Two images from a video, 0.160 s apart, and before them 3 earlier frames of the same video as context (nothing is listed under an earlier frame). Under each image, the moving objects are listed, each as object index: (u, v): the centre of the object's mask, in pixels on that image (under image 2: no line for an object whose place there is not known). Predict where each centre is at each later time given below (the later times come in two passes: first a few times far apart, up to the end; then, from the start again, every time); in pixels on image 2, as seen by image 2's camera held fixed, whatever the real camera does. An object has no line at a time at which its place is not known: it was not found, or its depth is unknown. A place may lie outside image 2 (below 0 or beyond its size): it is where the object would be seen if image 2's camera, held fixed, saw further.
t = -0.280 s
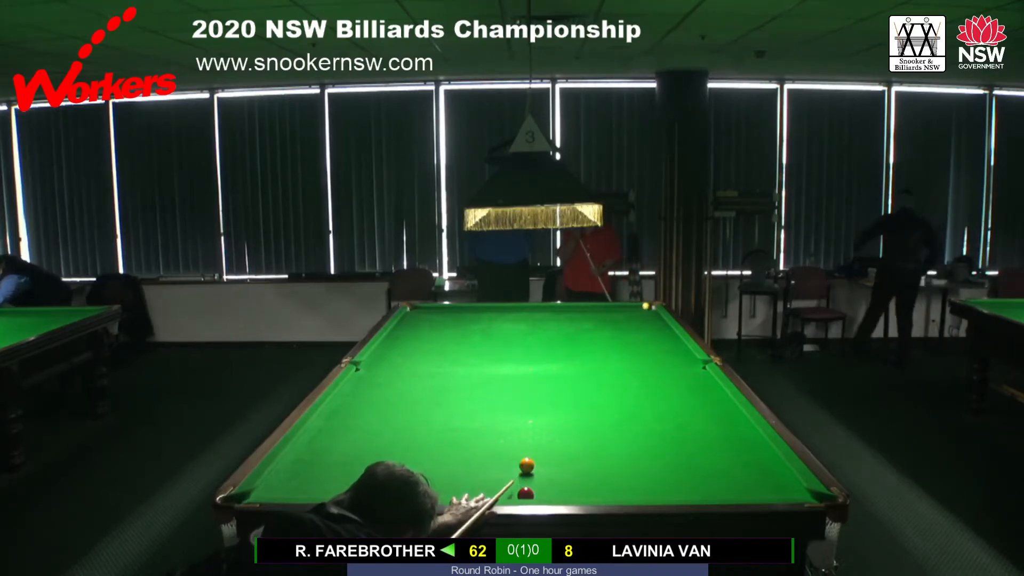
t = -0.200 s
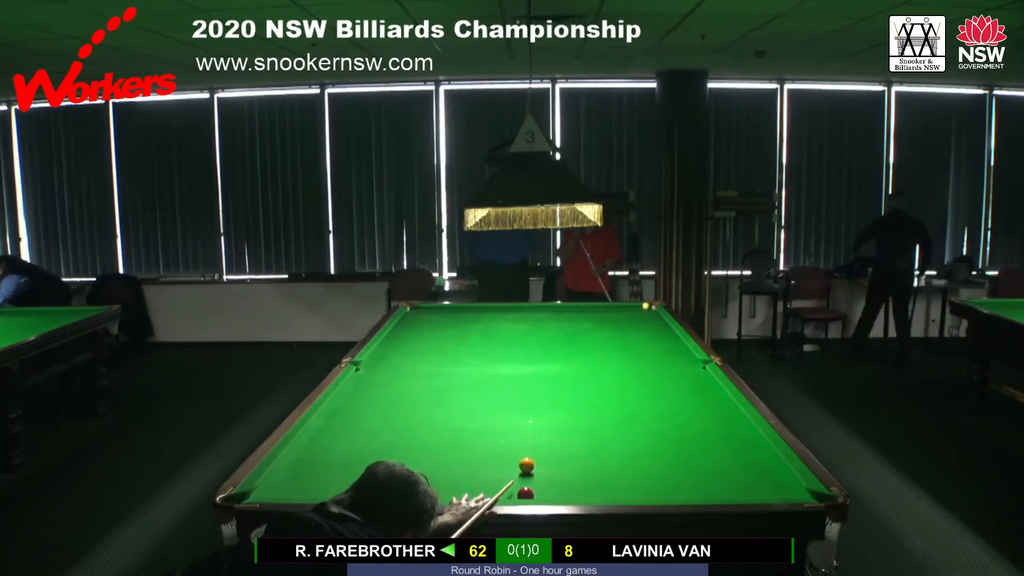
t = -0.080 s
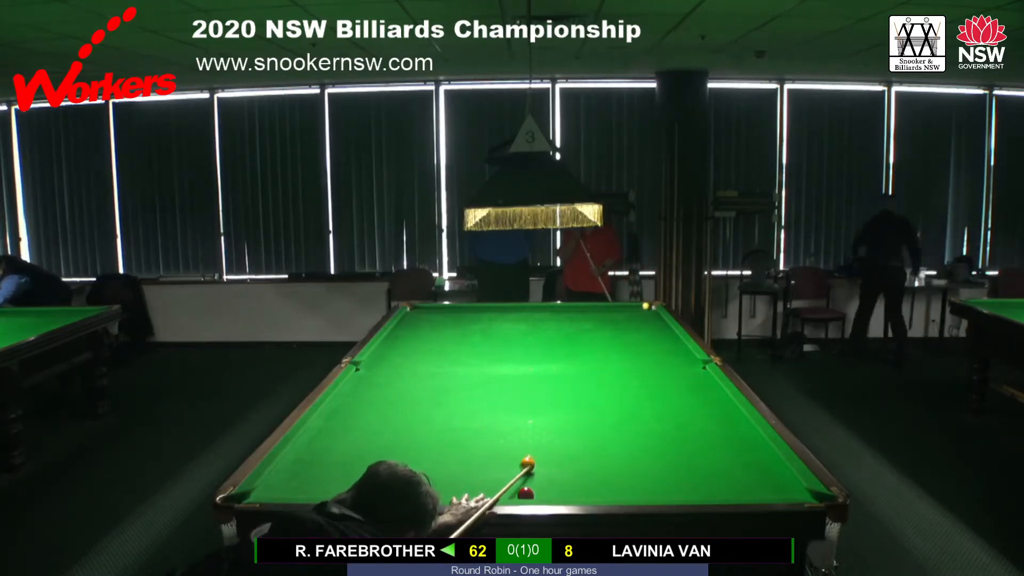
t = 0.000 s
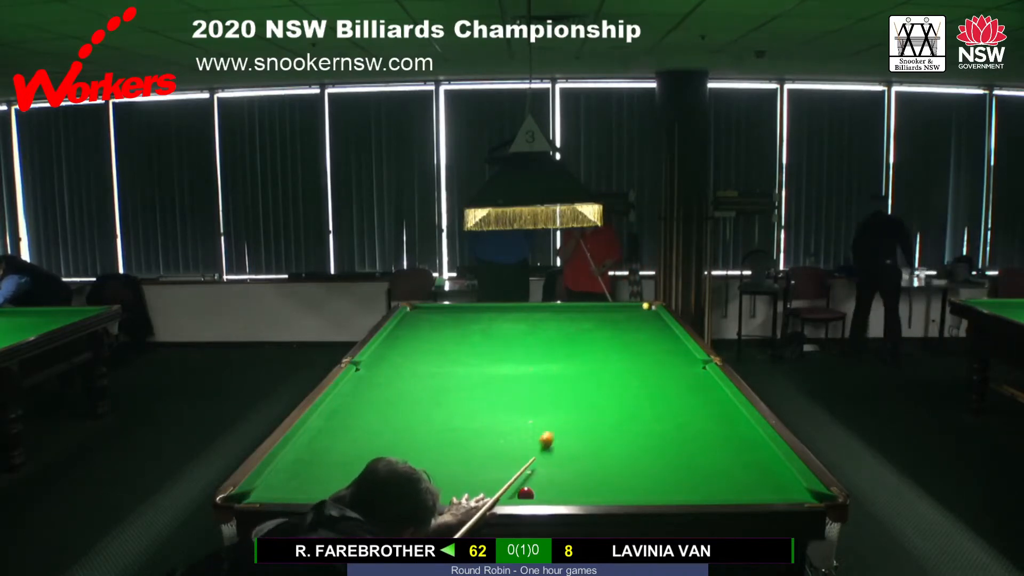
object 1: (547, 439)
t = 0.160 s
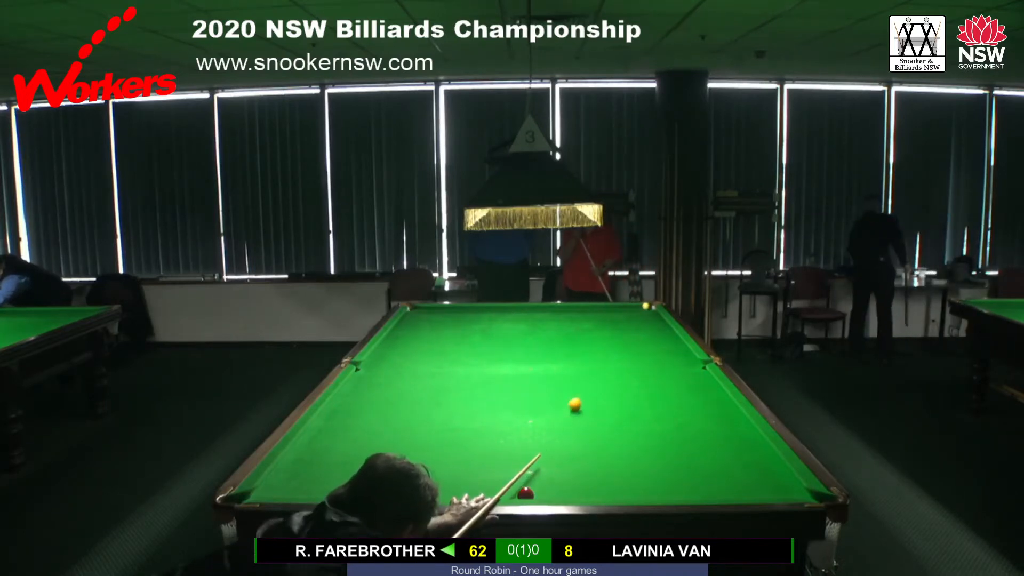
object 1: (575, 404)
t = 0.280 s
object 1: (591, 385)
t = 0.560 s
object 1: (618, 353)
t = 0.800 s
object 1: (635, 333)
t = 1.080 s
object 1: (650, 314)
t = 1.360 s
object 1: (640, 306)
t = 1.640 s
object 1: (620, 307)
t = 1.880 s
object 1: (609, 307)
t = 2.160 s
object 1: (597, 308)
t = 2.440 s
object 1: (586, 310)
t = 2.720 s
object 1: (576, 311)
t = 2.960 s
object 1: (568, 312)
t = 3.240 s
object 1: (559, 313)
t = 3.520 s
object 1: (552, 313)
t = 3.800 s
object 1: (545, 314)
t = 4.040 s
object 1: (541, 315)
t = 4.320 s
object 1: (536, 315)
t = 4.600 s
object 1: (533, 315)
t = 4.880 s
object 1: (531, 316)
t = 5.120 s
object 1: (531, 316)
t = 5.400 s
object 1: (530, 316)
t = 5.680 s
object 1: (530, 316)
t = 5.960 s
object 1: (530, 316)
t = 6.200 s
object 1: (530, 316)
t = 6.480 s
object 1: (530, 316)
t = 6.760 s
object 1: (531, 316)
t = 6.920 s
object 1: (531, 316)
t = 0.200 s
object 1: (581, 397)
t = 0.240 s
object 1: (586, 391)
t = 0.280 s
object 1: (591, 385)
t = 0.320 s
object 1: (595, 380)
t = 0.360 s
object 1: (599, 375)
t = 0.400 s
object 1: (603, 370)
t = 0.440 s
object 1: (607, 366)
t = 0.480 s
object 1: (611, 362)
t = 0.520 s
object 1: (614, 358)
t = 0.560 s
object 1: (618, 353)
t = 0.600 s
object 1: (621, 350)
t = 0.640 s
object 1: (624, 346)
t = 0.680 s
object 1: (627, 343)
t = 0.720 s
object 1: (630, 339)
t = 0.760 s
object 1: (633, 336)
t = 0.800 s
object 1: (635, 333)
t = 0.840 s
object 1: (638, 330)
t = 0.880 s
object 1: (640, 327)
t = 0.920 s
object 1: (642, 325)
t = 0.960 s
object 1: (644, 322)
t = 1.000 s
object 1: (647, 319)
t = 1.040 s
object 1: (648, 317)
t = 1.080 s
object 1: (650, 314)
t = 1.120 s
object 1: (653, 312)
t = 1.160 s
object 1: (653, 310)
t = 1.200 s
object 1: (649, 308)
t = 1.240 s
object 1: (646, 306)
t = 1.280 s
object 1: (644, 307)
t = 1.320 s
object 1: (643, 307)
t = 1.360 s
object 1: (640, 306)
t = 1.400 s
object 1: (635, 306)
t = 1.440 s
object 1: (632, 306)
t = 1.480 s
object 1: (628, 306)
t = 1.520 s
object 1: (625, 306)
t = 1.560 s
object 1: (624, 306)
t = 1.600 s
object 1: (622, 306)
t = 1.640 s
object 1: (620, 307)
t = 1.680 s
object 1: (618, 306)
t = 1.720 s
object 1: (616, 307)
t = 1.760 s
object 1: (614, 307)
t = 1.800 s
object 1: (612, 307)
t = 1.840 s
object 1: (610, 307)
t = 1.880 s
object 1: (609, 307)
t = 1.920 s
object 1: (607, 307)
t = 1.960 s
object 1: (605, 308)
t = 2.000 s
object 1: (604, 308)
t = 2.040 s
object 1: (602, 308)
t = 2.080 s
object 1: (600, 308)
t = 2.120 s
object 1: (599, 308)
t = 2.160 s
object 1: (597, 308)
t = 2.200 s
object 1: (595, 309)
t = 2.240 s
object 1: (594, 309)
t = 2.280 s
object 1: (592, 309)
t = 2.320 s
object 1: (591, 309)
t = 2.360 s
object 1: (589, 309)
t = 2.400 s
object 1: (587, 310)
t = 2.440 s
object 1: (586, 310)
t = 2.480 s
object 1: (584, 310)
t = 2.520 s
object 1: (583, 310)
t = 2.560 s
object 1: (581, 310)
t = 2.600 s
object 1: (580, 311)
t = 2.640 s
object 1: (578, 311)
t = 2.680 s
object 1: (577, 311)
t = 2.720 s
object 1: (576, 311)
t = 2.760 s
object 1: (574, 311)
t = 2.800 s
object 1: (573, 311)
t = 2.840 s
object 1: (572, 312)
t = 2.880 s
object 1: (570, 312)
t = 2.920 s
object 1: (569, 312)
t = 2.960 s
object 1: (568, 312)
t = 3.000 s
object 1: (566, 312)
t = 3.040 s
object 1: (565, 312)
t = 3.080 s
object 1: (564, 312)
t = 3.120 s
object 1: (563, 312)
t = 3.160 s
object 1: (562, 312)
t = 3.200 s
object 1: (560, 312)
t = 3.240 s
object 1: (559, 313)
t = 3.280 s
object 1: (558, 313)
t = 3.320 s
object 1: (557, 313)
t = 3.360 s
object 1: (556, 313)
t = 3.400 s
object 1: (555, 313)
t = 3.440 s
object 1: (554, 313)
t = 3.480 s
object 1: (553, 313)
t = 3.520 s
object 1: (552, 313)
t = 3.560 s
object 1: (551, 314)
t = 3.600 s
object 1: (550, 314)
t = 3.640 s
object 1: (549, 314)
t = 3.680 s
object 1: (548, 314)
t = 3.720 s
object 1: (547, 314)
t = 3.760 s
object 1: (546, 314)
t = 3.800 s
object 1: (545, 314)
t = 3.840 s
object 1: (545, 314)
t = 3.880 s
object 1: (544, 315)
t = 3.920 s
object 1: (543, 315)
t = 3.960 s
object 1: (542, 315)
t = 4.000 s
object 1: (541, 315)
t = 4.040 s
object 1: (541, 315)
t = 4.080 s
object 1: (540, 315)
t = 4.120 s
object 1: (539, 315)
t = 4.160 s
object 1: (539, 315)
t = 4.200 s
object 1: (538, 315)
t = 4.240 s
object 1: (537, 315)
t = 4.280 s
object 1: (537, 315)
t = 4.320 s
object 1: (536, 315)
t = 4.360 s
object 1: (536, 315)
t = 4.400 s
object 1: (535, 315)
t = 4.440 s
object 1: (535, 315)
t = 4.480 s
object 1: (534, 315)
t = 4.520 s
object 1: (534, 315)
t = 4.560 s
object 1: (534, 315)
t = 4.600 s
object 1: (533, 315)
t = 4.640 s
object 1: (533, 316)
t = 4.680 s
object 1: (533, 316)
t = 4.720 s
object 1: (532, 316)
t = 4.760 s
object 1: (532, 316)
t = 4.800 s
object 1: (532, 316)
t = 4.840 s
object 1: (531, 316)
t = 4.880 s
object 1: (531, 316)
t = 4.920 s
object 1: (531, 316)
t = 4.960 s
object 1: (531, 316)
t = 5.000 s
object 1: (531, 316)
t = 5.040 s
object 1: (531, 316)
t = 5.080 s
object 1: (531, 316)
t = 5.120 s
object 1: (531, 316)
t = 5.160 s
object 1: (531, 316)
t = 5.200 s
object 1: (530, 316)
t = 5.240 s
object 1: (530, 316)
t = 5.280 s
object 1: (530, 316)
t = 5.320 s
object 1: (530, 316)
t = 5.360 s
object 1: (530, 316)
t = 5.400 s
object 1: (530, 316)
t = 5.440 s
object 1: (530, 316)
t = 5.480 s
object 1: (530, 316)
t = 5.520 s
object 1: (530, 316)
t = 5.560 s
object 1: (530, 316)
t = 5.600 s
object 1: (530, 316)
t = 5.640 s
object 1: (530, 316)
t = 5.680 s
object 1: (530, 316)
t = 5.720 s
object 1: (530, 316)
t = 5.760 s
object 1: (530, 316)
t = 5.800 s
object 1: (530, 316)
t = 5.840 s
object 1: (530, 316)
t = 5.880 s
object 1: (530, 316)
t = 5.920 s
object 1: (530, 316)
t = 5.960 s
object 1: (530, 316)
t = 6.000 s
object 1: (530, 316)
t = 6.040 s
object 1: (530, 316)
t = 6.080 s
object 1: (530, 316)
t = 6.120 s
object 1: (530, 316)
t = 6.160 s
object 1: (530, 316)
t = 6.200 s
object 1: (530, 316)
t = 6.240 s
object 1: (530, 316)
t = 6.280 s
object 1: (530, 316)
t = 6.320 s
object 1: (530, 316)
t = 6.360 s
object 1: (531, 316)
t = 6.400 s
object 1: (531, 316)
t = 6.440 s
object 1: (530, 316)
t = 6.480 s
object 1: (530, 316)
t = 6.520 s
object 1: (530, 316)
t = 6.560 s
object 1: (530, 316)
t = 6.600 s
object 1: (530, 316)
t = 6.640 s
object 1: (530, 316)
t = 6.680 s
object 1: (531, 316)
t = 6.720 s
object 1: (531, 316)
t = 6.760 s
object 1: (531, 316)
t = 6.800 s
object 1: (530, 316)
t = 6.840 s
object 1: (530, 316)
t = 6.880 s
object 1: (530, 316)
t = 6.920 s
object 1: (531, 316)
